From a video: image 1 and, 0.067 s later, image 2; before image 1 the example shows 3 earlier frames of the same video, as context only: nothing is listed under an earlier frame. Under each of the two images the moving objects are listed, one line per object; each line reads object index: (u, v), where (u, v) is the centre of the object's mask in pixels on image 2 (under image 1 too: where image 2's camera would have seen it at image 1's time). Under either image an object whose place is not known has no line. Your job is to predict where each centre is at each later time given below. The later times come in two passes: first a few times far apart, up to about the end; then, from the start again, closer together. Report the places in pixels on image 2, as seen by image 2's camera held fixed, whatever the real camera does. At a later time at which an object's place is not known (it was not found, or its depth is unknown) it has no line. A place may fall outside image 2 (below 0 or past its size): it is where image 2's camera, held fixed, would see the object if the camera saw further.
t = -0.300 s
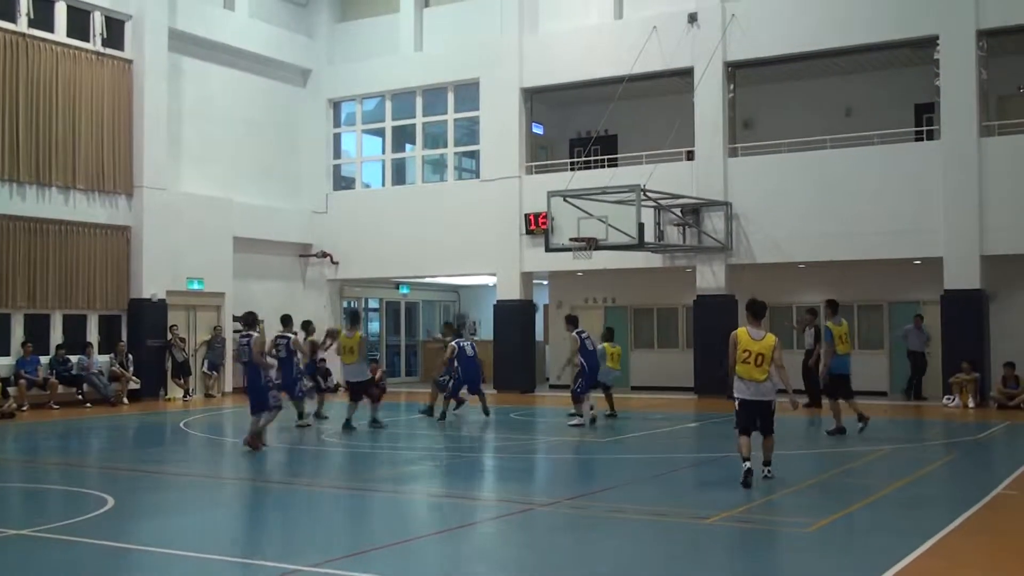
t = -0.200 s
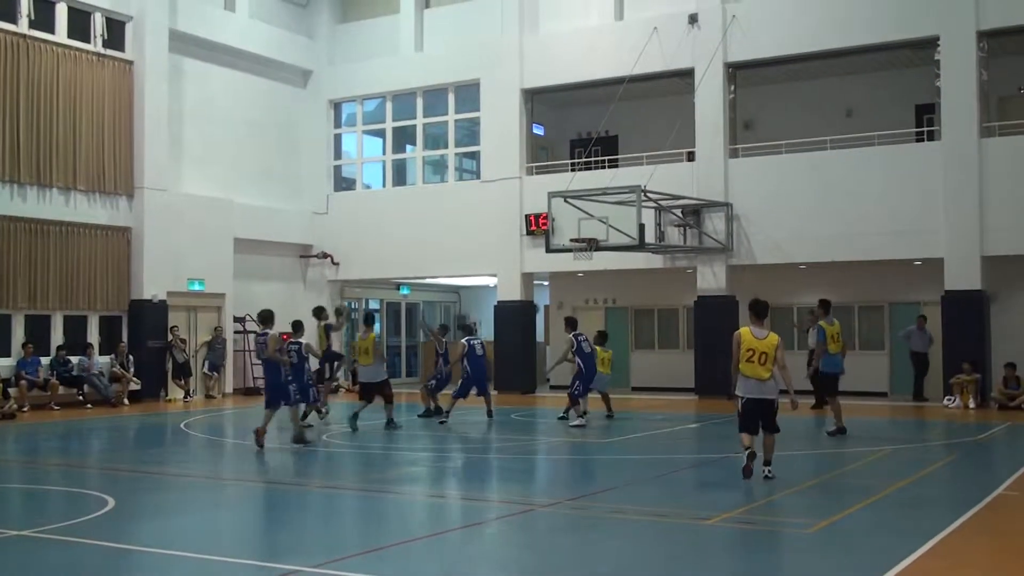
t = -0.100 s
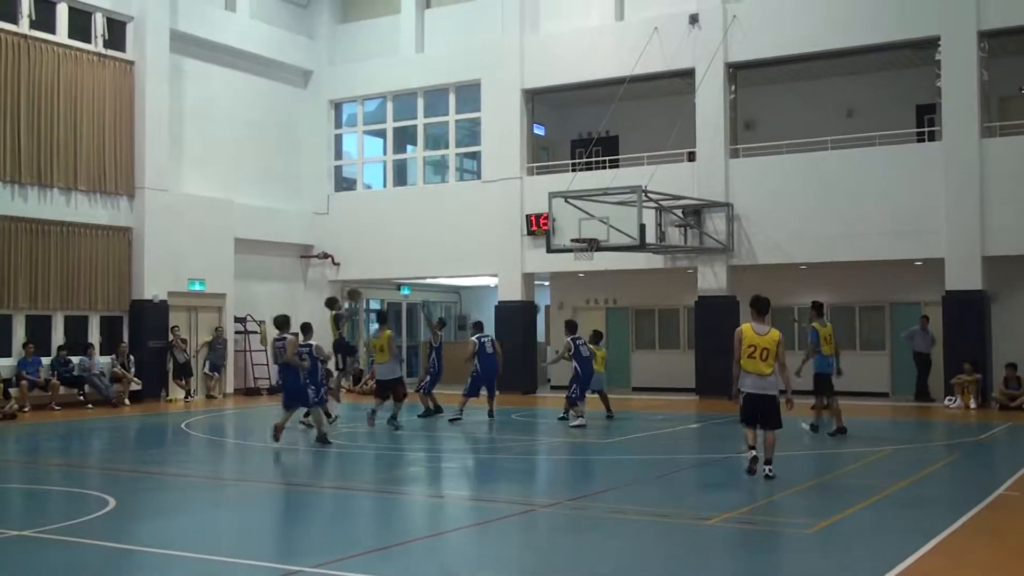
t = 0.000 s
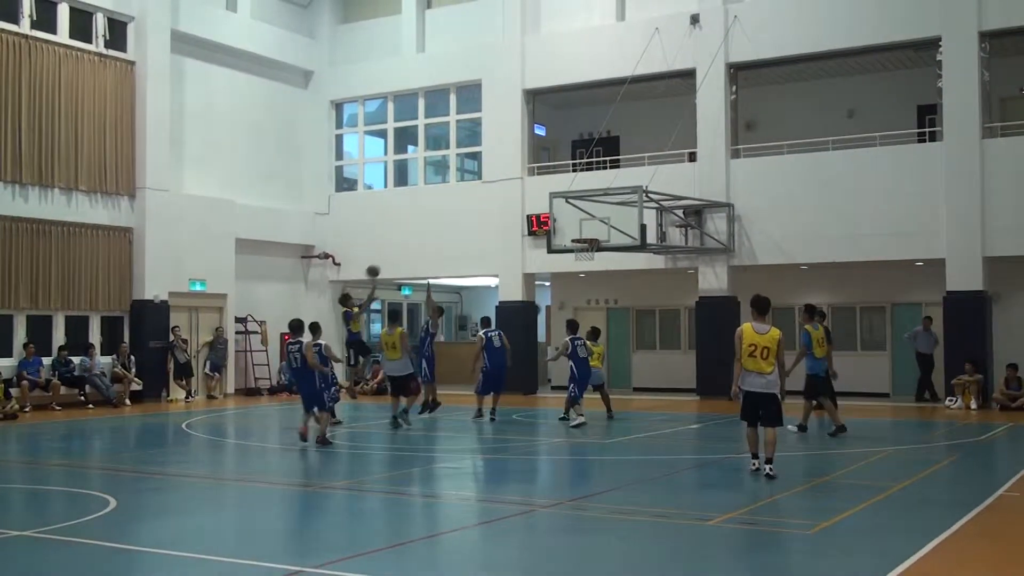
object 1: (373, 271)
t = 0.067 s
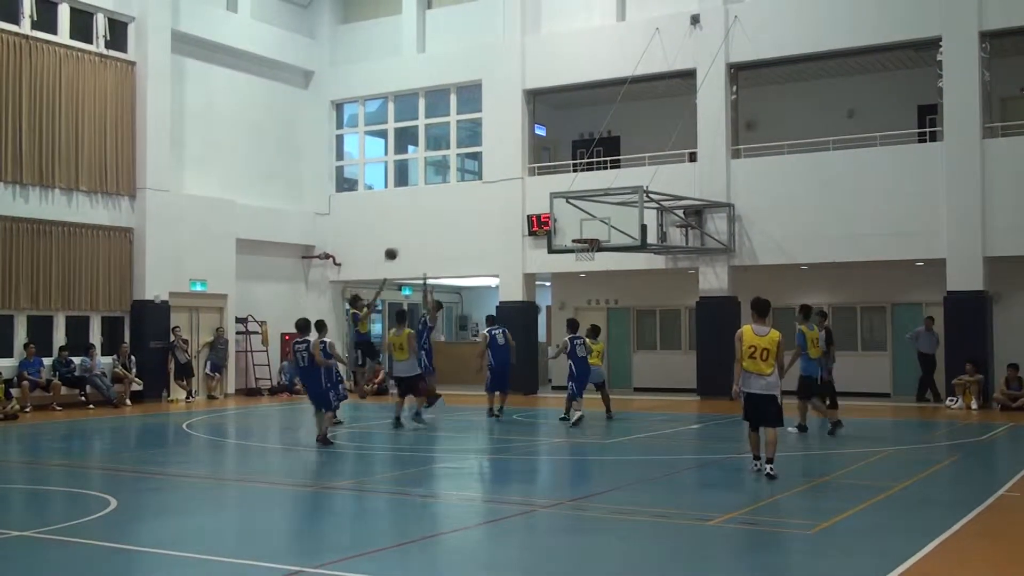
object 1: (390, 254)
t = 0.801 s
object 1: (583, 225)
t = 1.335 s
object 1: (658, 268)
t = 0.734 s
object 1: (565, 215)
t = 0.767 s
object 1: (574, 220)
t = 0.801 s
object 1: (583, 225)
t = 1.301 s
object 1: (653, 261)
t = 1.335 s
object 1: (658, 268)
